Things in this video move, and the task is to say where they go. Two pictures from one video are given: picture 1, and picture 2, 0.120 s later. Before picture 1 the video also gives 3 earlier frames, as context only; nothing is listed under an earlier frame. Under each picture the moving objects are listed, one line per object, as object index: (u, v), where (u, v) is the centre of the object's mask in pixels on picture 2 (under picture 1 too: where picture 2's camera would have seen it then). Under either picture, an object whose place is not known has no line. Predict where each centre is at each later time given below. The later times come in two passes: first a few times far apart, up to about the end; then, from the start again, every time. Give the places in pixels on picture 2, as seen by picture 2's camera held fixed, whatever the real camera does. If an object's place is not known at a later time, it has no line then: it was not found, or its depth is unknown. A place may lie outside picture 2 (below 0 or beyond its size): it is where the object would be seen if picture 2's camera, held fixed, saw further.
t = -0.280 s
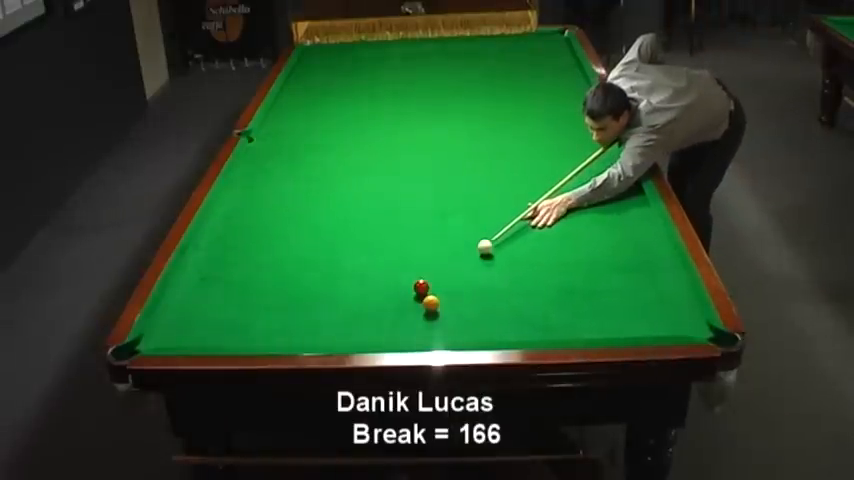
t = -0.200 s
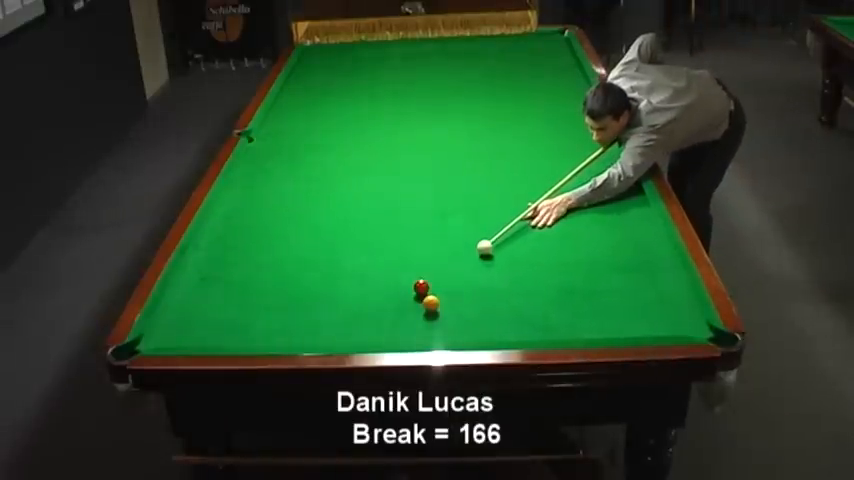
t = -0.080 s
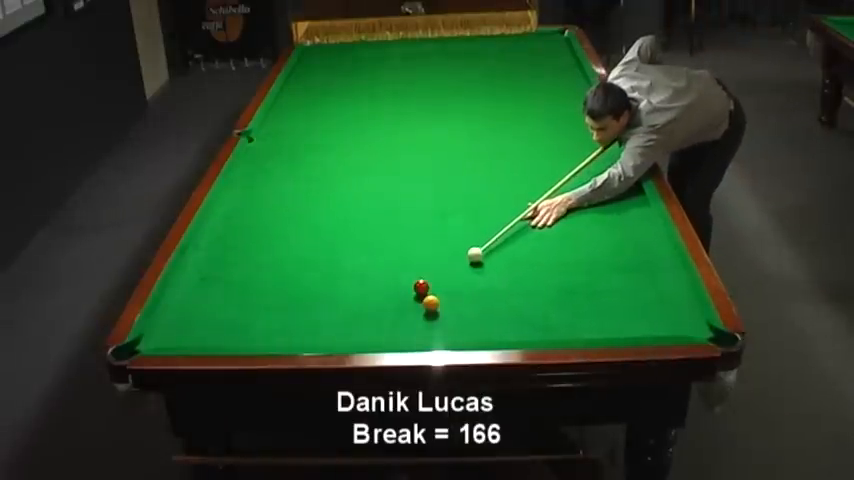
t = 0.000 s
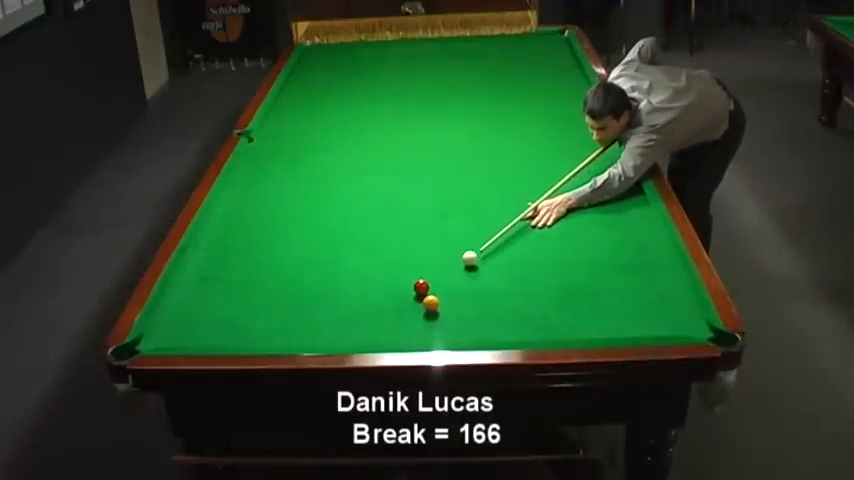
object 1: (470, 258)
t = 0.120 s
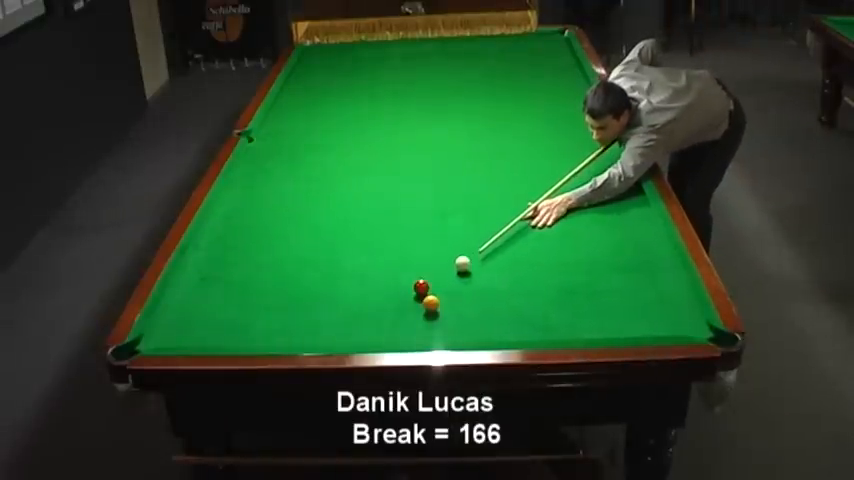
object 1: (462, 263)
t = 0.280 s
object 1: (453, 270)
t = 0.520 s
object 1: (438, 280)
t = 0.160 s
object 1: (460, 265)
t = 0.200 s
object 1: (457, 267)
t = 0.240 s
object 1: (455, 269)
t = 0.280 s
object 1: (453, 270)
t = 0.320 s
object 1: (450, 272)
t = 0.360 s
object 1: (447, 274)
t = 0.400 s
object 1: (445, 275)
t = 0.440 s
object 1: (443, 277)
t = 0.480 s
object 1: (441, 279)
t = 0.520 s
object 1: (438, 280)
